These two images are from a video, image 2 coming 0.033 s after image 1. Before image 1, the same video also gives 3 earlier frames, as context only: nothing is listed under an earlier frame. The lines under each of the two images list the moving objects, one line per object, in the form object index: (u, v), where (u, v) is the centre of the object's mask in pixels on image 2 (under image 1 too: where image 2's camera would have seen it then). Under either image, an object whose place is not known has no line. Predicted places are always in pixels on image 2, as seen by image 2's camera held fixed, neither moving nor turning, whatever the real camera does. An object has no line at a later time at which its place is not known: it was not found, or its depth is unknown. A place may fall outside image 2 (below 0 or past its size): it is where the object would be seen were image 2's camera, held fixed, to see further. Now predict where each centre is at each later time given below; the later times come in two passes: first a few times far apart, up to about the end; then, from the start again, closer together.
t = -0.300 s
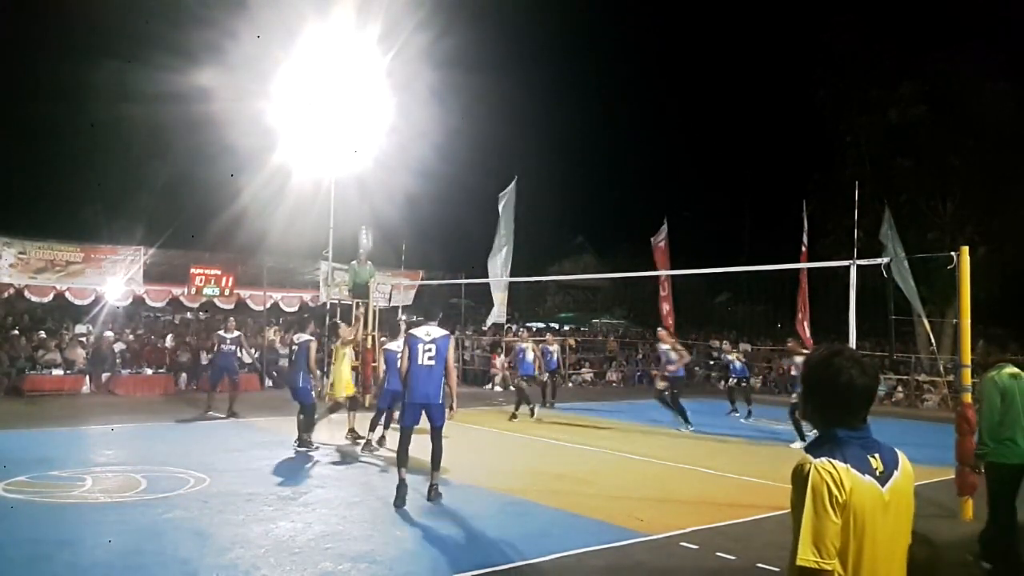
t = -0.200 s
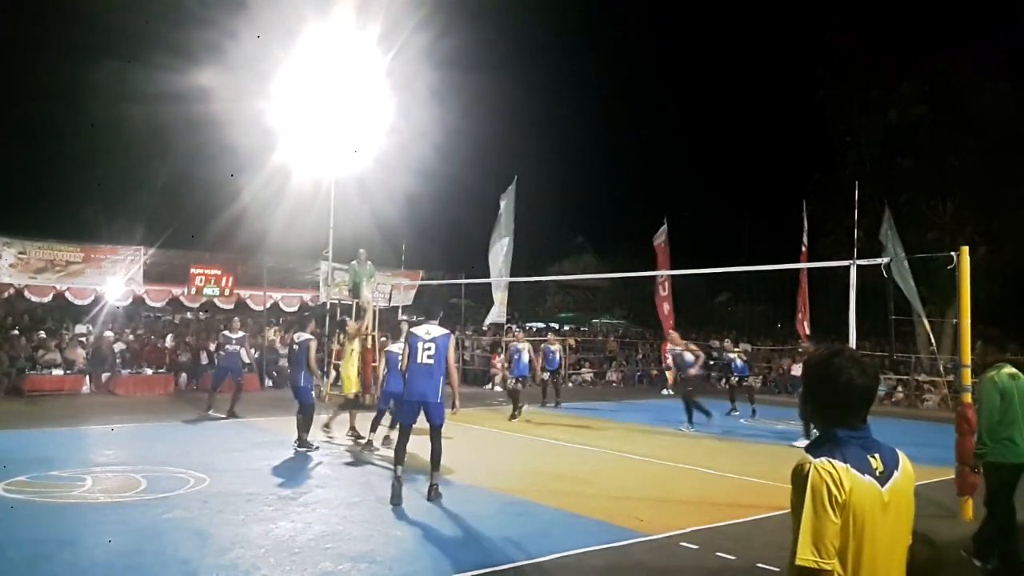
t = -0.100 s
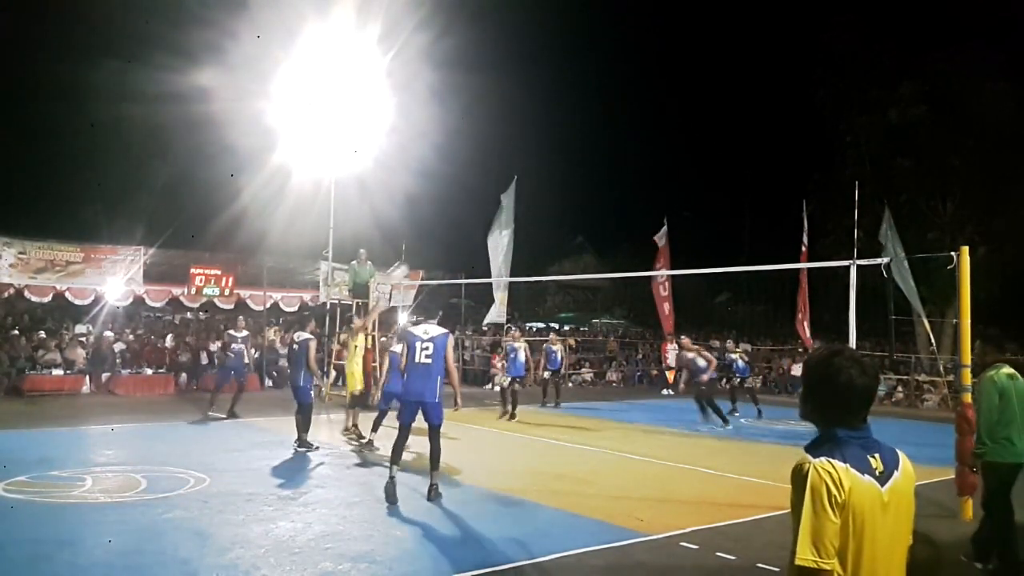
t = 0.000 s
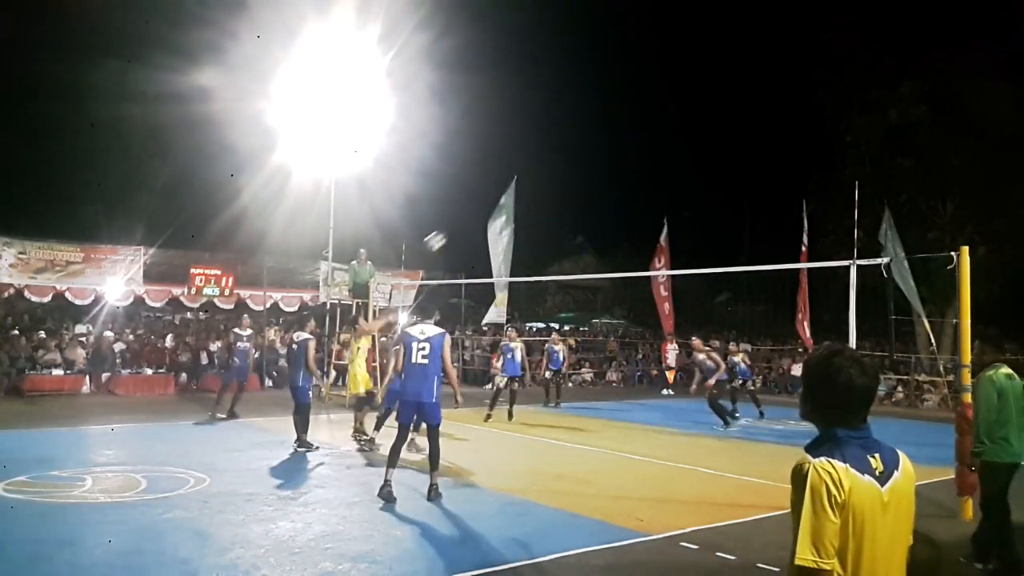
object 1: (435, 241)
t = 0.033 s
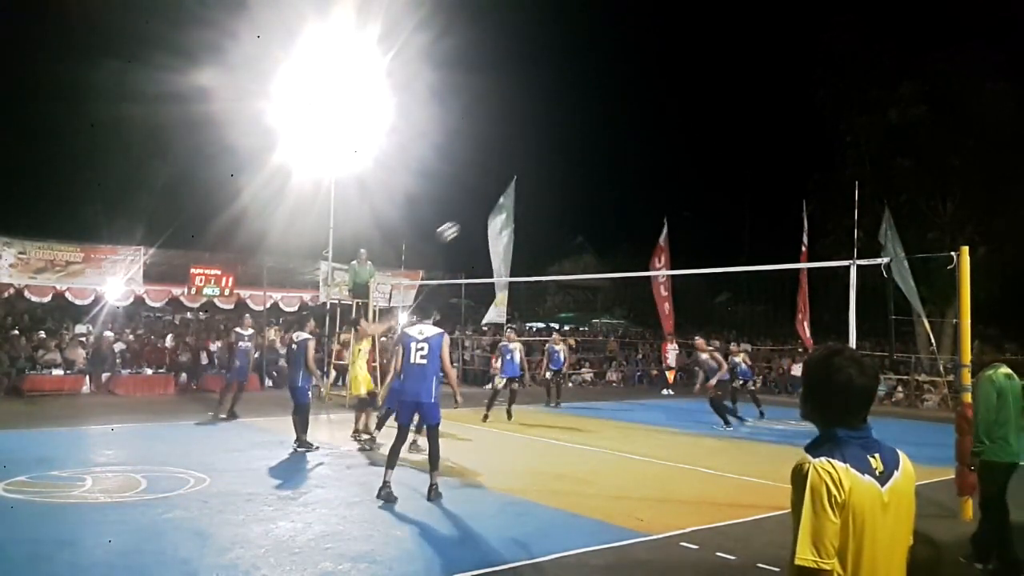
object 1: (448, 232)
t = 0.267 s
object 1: (536, 188)
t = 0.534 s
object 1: (636, 185)
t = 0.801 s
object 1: (737, 232)
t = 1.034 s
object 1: (826, 319)
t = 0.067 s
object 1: (461, 223)
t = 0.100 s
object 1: (472, 216)
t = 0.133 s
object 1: (486, 208)
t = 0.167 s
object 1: (500, 200)
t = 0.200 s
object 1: (510, 197)
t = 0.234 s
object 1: (522, 193)
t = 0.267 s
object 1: (536, 188)
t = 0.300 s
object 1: (548, 185)
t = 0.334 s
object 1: (561, 183)
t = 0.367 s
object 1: (574, 179)
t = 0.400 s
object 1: (586, 180)
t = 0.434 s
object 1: (599, 181)
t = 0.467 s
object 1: (612, 182)
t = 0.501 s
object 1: (623, 183)
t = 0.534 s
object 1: (636, 185)
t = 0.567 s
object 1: (649, 188)
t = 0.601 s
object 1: (661, 192)
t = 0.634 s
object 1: (674, 197)
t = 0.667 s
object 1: (687, 203)
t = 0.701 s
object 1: (699, 209)
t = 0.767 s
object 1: (725, 224)
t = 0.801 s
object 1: (737, 232)
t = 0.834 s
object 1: (750, 242)
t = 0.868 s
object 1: (763, 253)
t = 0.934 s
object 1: (789, 279)
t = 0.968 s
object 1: (800, 289)
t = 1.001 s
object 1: (815, 305)
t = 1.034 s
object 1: (826, 319)
